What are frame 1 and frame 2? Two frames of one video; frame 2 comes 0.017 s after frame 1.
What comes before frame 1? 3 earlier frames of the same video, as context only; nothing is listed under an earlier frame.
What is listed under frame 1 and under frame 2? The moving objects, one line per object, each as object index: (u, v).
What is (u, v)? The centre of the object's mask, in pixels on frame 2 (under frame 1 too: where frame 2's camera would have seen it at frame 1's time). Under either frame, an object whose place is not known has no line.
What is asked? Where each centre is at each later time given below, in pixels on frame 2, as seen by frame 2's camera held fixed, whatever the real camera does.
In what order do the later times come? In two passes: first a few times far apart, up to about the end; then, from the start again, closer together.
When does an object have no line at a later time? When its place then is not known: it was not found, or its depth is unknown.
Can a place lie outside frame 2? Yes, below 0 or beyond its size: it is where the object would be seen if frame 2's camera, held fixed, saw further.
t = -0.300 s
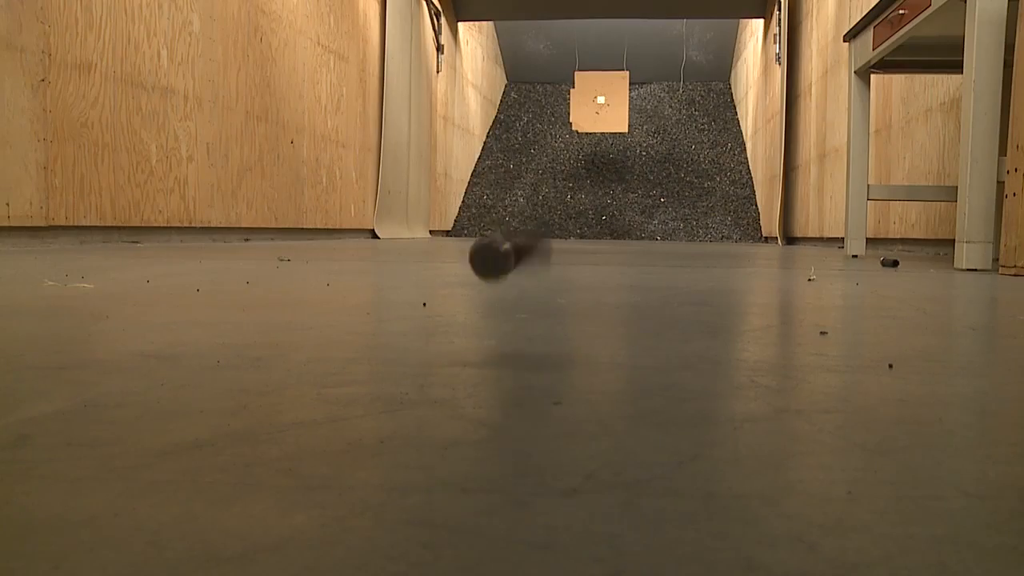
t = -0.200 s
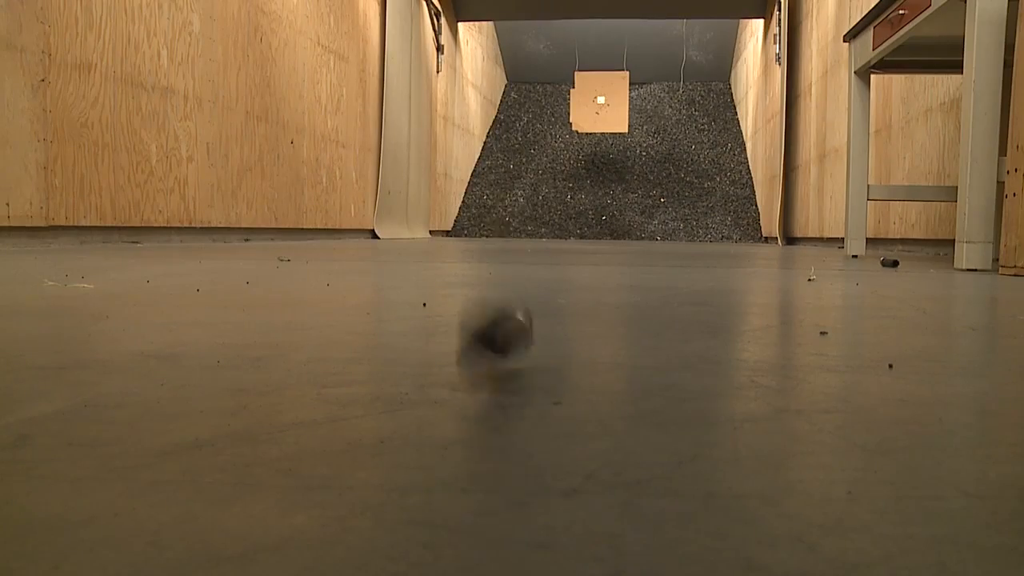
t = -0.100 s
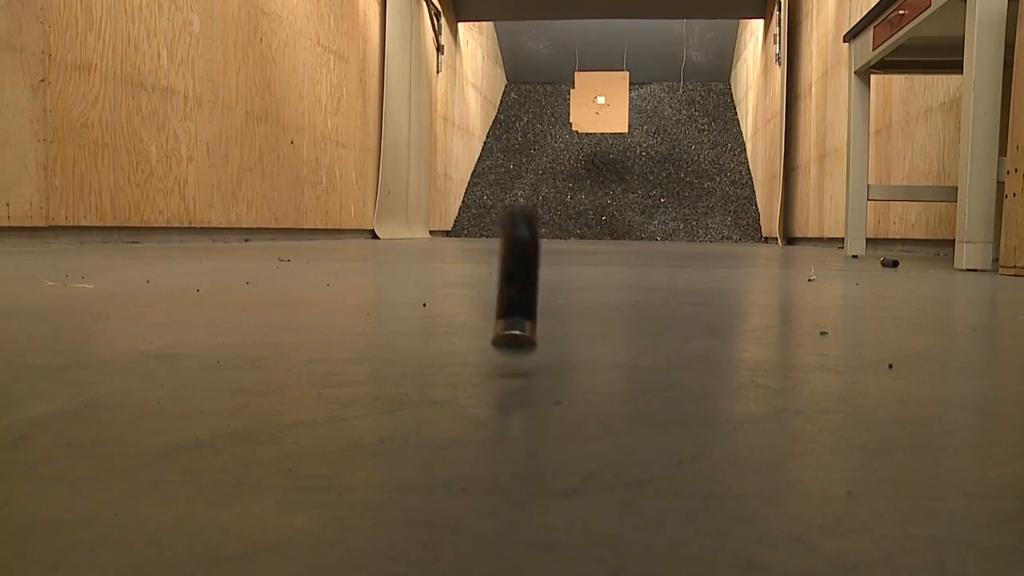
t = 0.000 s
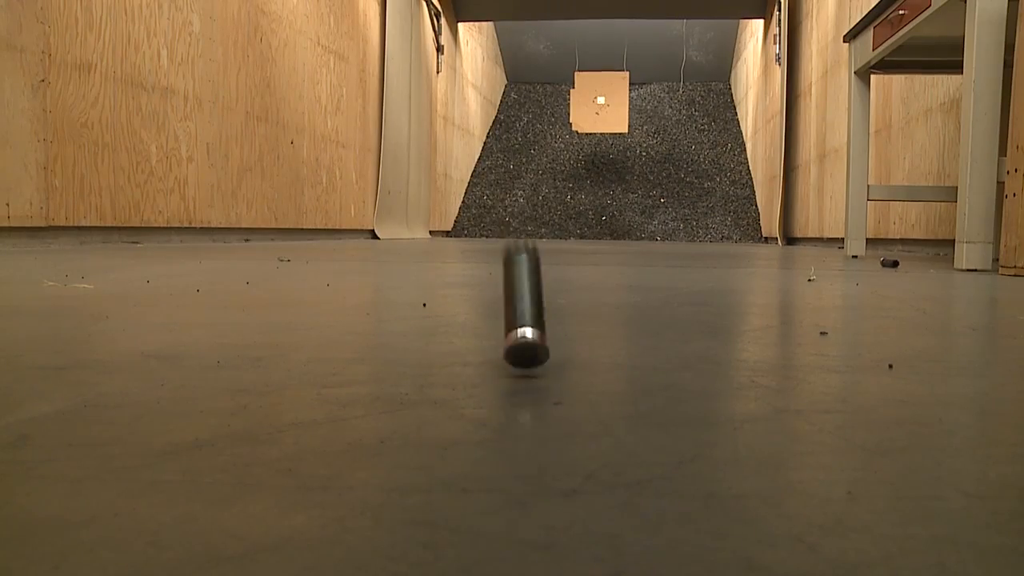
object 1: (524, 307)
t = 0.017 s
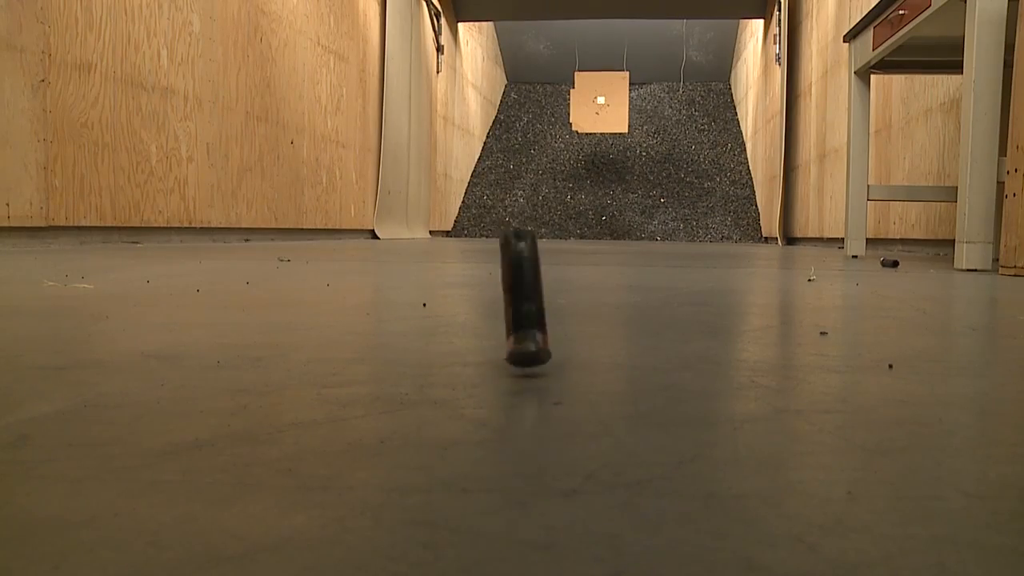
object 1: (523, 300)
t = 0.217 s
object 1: (575, 326)
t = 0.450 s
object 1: (582, 367)
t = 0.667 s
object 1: (559, 378)
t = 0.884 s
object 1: (533, 387)
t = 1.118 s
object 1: (505, 396)
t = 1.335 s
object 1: (475, 407)
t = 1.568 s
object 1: (442, 420)
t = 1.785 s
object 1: (408, 433)
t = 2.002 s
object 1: (369, 453)
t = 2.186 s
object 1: (332, 473)
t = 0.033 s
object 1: (523, 299)
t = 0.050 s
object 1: (523, 299)
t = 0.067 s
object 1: (524, 300)
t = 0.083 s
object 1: (529, 300)
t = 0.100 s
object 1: (536, 299)
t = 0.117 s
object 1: (541, 301)
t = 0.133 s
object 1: (547, 302)
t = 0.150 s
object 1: (552, 305)
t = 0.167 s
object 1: (558, 308)
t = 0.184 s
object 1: (564, 312)
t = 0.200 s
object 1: (569, 318)
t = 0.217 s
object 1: (575, 326)
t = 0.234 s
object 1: (582, 335)
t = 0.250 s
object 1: (588, 348)
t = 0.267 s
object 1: (589, 356)
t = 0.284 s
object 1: (591, 348)
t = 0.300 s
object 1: (589, 344)
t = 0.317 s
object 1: (587, 343)
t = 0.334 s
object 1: (586, 346)
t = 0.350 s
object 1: (586, 351)
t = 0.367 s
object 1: (587, 361)
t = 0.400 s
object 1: (585, 358)
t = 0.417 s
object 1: (583, 357)
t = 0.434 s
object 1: (583, 360)
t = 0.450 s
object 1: (582, 367)
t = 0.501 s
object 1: (578, 370)
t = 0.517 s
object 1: (576, 370)
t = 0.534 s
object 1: (574, 371)
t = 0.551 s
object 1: (572, 372)
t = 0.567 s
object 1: (570, 373)
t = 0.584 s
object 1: (569, 374)
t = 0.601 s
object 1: (567, 376)
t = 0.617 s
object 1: (565, 377)
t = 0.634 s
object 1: (563, 378)
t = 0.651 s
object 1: (561, 378)
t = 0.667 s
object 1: (559, 378)
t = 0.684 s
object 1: (557, 379)
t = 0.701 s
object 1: (555, 380)
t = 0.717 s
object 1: (553, 381)
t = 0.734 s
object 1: (551, 381)
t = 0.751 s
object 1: (549, 382)
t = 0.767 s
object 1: (547, 382)
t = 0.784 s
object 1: (545, 383)
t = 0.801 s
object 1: (543, 383)
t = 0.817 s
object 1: (541, 384)
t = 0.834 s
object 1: (539, 385)
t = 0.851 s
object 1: (537, 385)
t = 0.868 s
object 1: (535, 386)
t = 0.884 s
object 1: (533, 387)
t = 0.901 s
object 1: (531, 388)
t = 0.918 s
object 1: (529, 388)
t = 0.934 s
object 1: (527, 389)
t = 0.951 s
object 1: (525, 389)
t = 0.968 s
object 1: (523, 390)
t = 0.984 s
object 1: (521, 391)
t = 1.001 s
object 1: (519, 391)
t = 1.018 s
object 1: (517, 392)
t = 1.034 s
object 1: (515, 392)
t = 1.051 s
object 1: (513, 393)
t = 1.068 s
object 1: (511, 394)
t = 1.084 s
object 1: (509, 394)
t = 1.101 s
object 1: (507, 395)
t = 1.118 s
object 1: (505, 396)
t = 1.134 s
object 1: (503, 397)
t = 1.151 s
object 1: (500, 397)
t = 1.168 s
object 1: (498, 398)
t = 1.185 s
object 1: (496, 398)
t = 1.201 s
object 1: (494, 399)
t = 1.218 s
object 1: (491, 400)
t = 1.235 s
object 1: (489, 401)
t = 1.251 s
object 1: (487, 402)
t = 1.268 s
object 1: (484, 403)
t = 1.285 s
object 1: (482, 404)
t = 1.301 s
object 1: (480, 405)
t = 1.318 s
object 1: (477, 405)
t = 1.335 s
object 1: (475, 407)
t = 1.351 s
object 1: (473, 407)
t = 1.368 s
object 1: (470, 408)
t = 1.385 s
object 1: (468, 410)
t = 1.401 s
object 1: (466, 410)
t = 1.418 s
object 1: (463, 411)
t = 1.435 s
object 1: (461, 412)
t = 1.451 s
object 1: (458, 413)
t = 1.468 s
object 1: (456, 414)
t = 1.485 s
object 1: (453, 415)
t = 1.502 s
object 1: (451, 416)
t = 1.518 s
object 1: (449, 416)
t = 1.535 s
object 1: (447, 417)
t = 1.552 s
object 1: (444, 419)
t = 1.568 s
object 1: (442, 420)
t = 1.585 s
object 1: (439, 421)
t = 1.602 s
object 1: (437, 422)
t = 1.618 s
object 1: (434, 423)
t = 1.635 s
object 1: (432, 424)
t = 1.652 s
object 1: (429, 425)
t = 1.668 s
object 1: (427, 426)
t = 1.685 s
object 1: (425, 427)
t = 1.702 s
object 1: (422, 428)
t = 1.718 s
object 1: (419, 429)
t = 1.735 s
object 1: (416, 431)
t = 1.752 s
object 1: (413, 432)
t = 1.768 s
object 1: (411, 432)
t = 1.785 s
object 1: (408, 433)
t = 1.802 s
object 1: (406, 435)
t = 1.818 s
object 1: (403, 437)
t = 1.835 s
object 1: (400, 438)
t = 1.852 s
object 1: (397, 439)
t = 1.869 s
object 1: (394, 439)
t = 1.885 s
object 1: (391, 442)
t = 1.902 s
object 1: (388, 444)
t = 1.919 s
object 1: (385, 445)
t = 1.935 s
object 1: (382, 447)
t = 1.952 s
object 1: (379, 448)
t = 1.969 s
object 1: (376, 450)
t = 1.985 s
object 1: (372, 452)
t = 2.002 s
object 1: (369, 453)
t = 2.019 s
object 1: (365, 455)
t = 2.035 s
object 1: (362, 457)
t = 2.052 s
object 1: (359, 459)
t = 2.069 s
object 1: (355, 461)
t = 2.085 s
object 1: (352, 462)
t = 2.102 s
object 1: (348, 464)
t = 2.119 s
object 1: (345, 466)
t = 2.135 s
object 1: (342, 468)
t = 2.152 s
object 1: (339, 469)
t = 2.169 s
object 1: (335, 471)
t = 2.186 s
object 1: (332, 473)
